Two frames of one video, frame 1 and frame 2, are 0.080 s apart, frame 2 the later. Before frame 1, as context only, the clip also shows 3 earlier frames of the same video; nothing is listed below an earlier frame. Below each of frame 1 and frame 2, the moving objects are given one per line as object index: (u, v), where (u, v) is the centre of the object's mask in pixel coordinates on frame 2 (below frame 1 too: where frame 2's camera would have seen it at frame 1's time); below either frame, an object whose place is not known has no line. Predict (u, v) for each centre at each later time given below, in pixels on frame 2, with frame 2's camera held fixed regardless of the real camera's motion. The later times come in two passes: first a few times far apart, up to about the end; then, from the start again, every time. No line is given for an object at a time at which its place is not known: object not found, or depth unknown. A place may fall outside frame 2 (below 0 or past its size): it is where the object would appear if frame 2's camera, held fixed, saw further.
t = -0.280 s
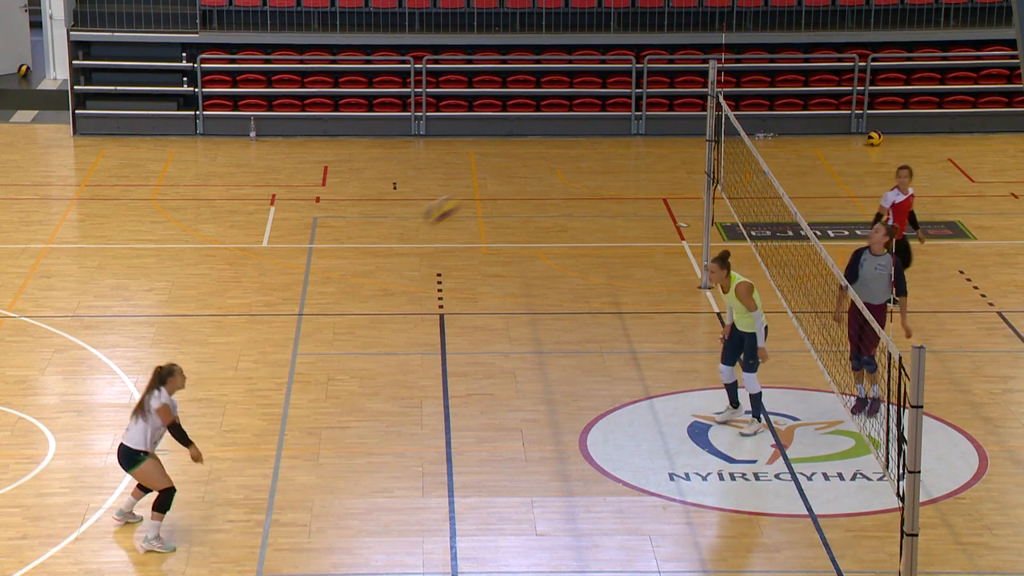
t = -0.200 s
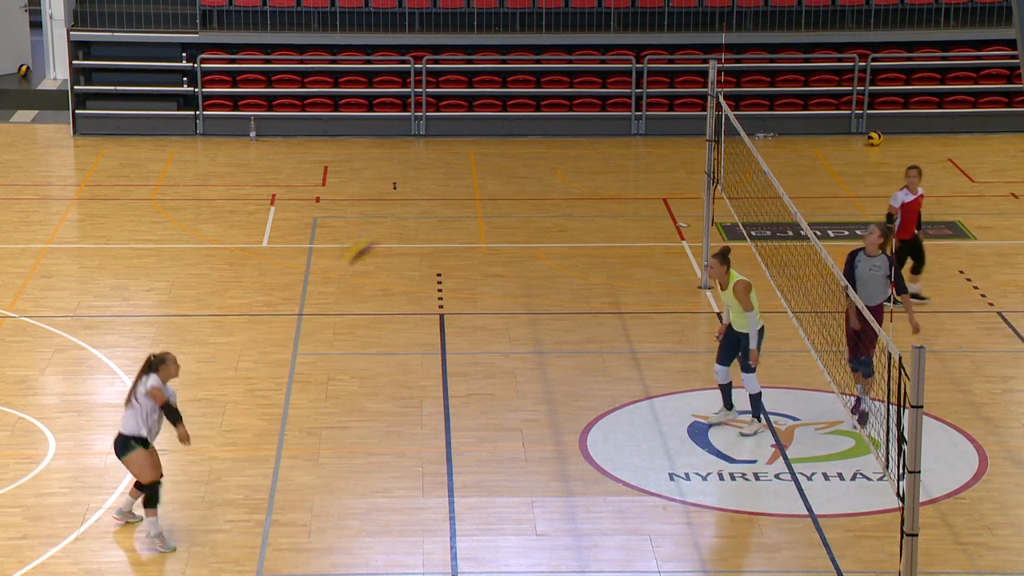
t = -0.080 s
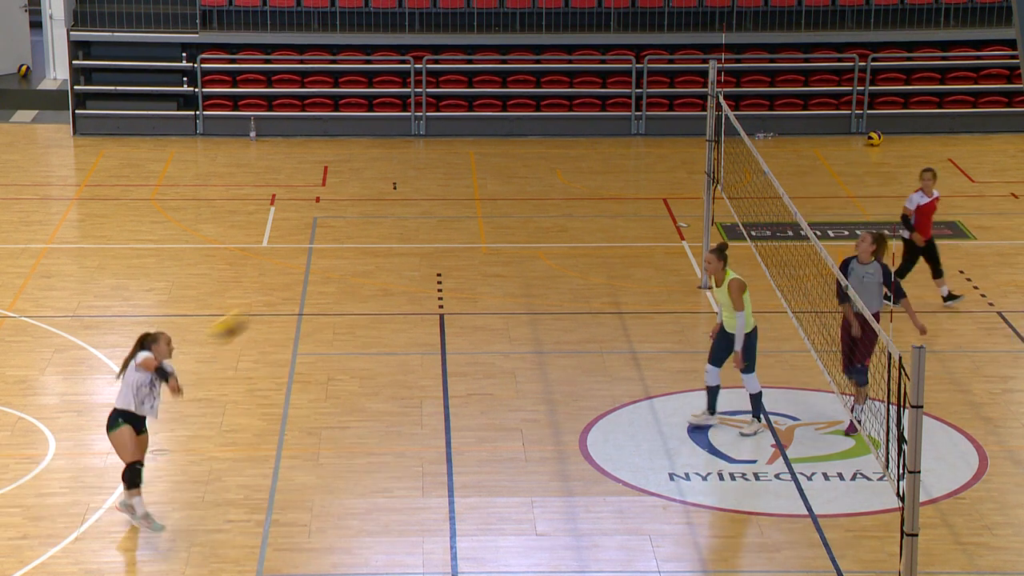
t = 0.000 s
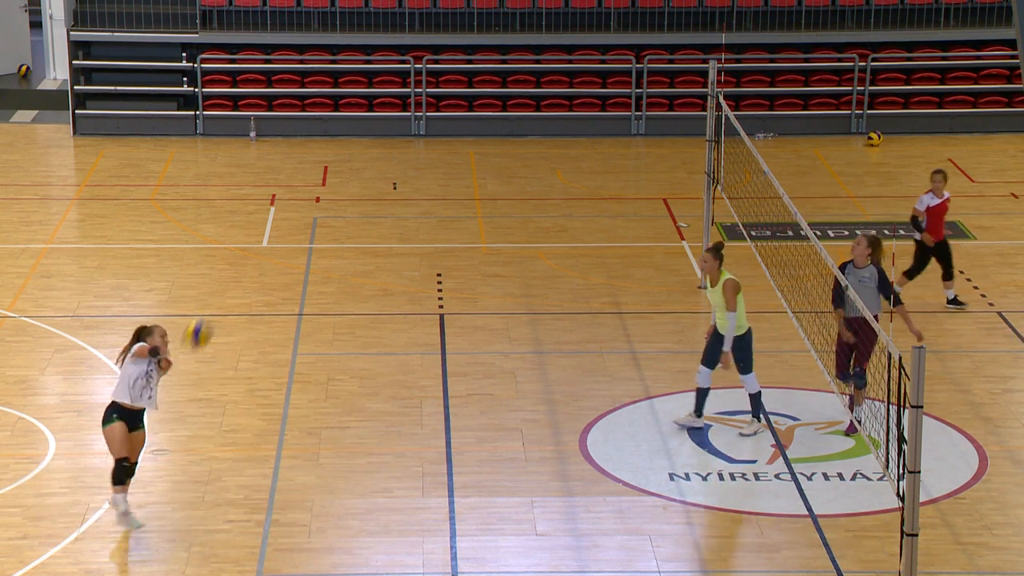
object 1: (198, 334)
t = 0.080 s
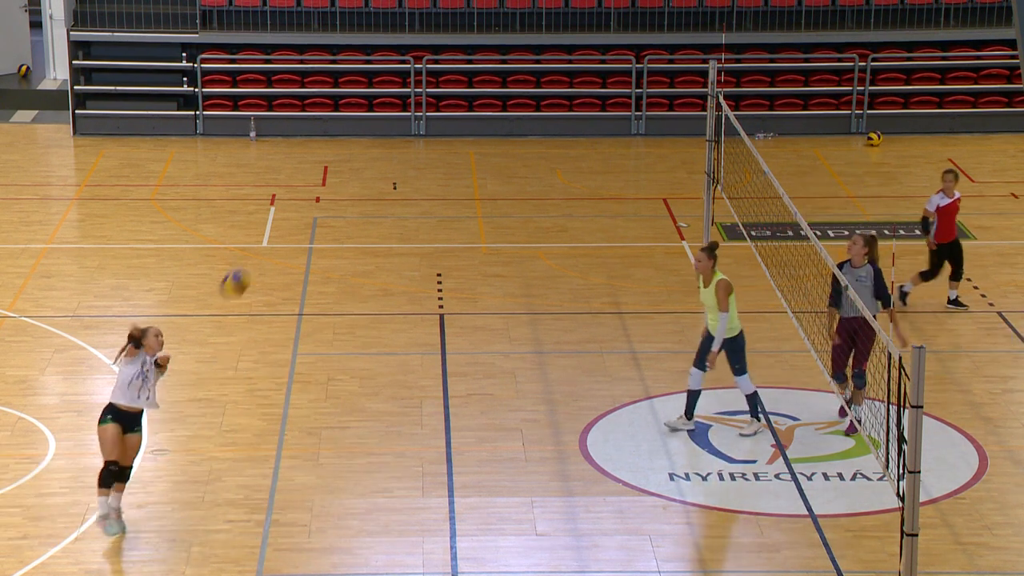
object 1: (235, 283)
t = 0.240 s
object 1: (308, 202)
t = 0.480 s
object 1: (416, 143)
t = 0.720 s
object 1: (523, 154)
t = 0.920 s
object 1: (607, 216)
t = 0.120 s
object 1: (254, 258)
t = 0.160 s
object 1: (272, 239)
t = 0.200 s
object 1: (291, 218)
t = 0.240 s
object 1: (308, 202)
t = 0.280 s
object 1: (327, 188)
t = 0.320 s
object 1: (344, 175)
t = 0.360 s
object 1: (363, 164)
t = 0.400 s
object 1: (381, 155)
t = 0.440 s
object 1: (400, 148)
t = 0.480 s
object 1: (416, 143)
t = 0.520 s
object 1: (435, 140)
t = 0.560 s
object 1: (453, 139)
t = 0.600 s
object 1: (471, 140)
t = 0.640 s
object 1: (489, 142)
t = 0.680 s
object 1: (506, 148)
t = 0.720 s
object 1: (523, 154)
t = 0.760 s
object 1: (541, 162)
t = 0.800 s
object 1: (557, 172)
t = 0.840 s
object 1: (573, 185)
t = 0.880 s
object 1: (589, 200)
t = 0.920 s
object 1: (607, 216)
